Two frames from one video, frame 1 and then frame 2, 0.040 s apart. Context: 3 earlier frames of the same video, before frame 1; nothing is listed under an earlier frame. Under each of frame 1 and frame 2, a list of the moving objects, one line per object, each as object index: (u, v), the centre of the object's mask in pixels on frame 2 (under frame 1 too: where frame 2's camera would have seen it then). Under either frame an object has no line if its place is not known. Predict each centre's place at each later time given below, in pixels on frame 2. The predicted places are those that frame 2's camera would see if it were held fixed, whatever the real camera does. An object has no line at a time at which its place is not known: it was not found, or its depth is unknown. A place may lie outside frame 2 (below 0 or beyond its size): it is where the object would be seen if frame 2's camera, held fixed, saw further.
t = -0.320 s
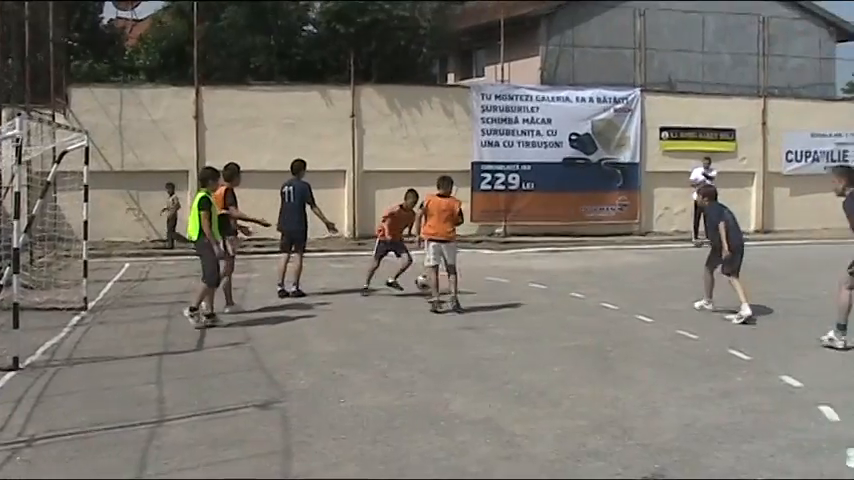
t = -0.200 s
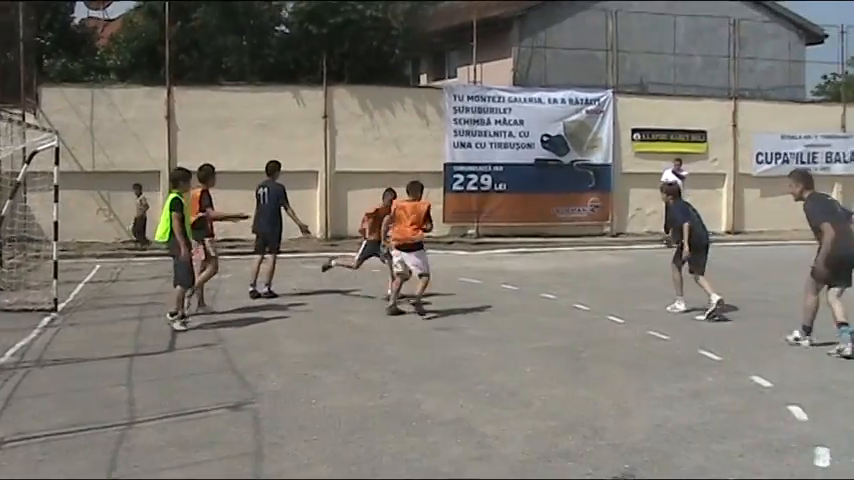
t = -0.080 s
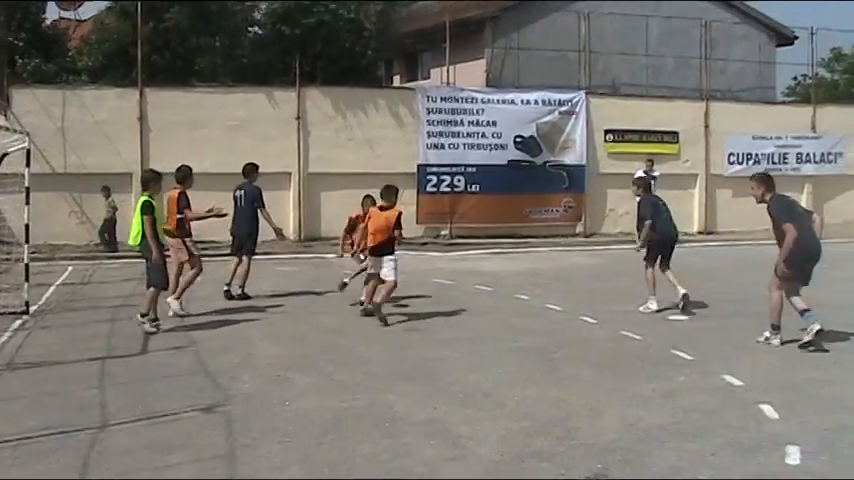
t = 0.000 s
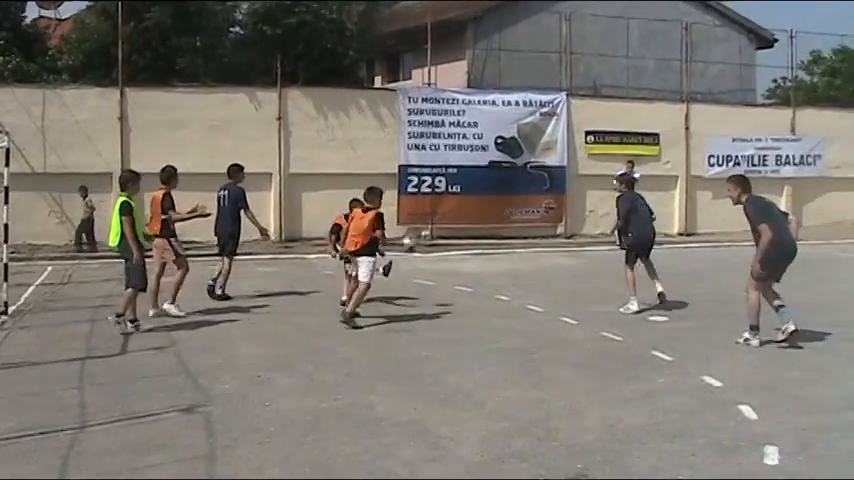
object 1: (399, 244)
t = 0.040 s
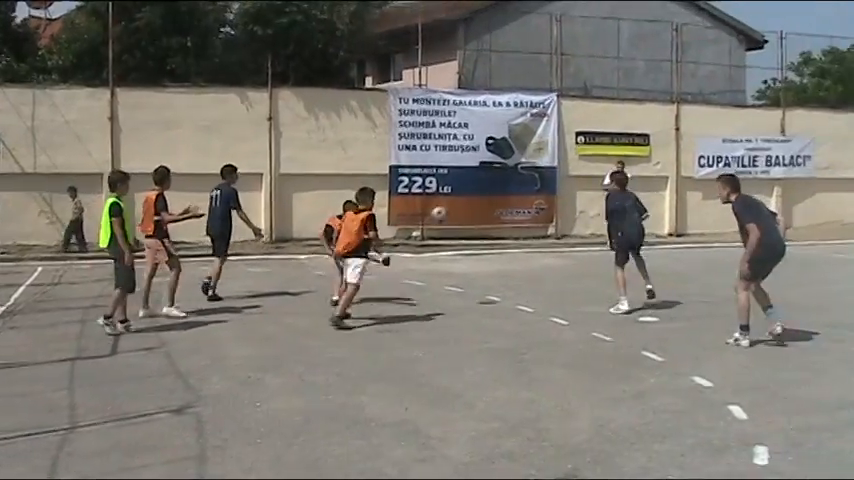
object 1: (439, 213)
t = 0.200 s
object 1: (594, 110)
